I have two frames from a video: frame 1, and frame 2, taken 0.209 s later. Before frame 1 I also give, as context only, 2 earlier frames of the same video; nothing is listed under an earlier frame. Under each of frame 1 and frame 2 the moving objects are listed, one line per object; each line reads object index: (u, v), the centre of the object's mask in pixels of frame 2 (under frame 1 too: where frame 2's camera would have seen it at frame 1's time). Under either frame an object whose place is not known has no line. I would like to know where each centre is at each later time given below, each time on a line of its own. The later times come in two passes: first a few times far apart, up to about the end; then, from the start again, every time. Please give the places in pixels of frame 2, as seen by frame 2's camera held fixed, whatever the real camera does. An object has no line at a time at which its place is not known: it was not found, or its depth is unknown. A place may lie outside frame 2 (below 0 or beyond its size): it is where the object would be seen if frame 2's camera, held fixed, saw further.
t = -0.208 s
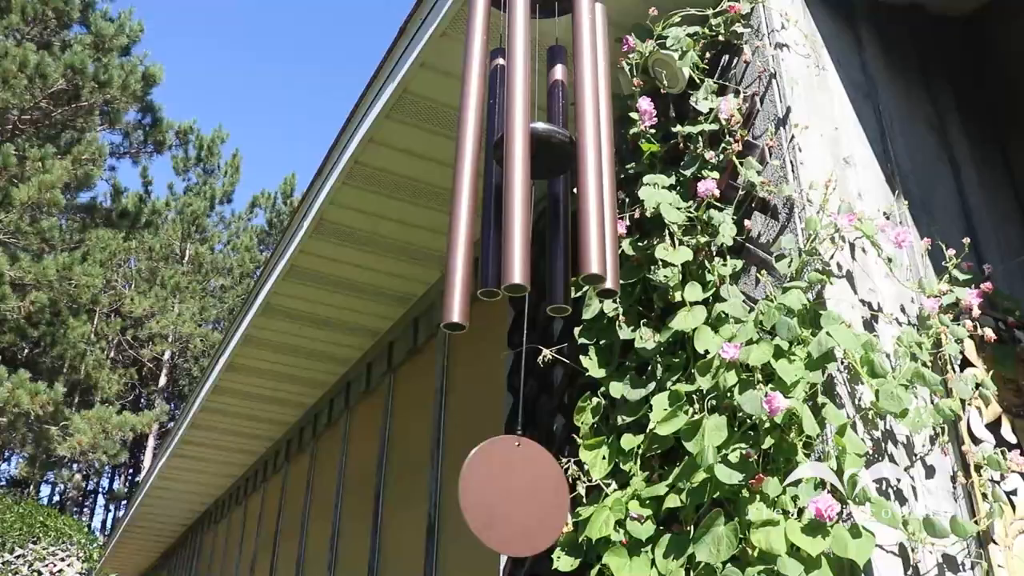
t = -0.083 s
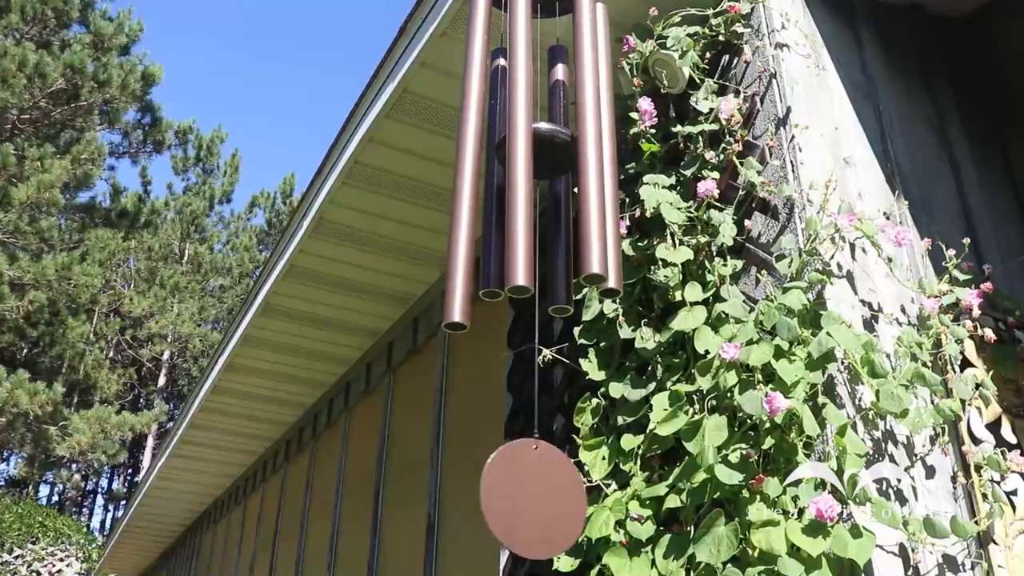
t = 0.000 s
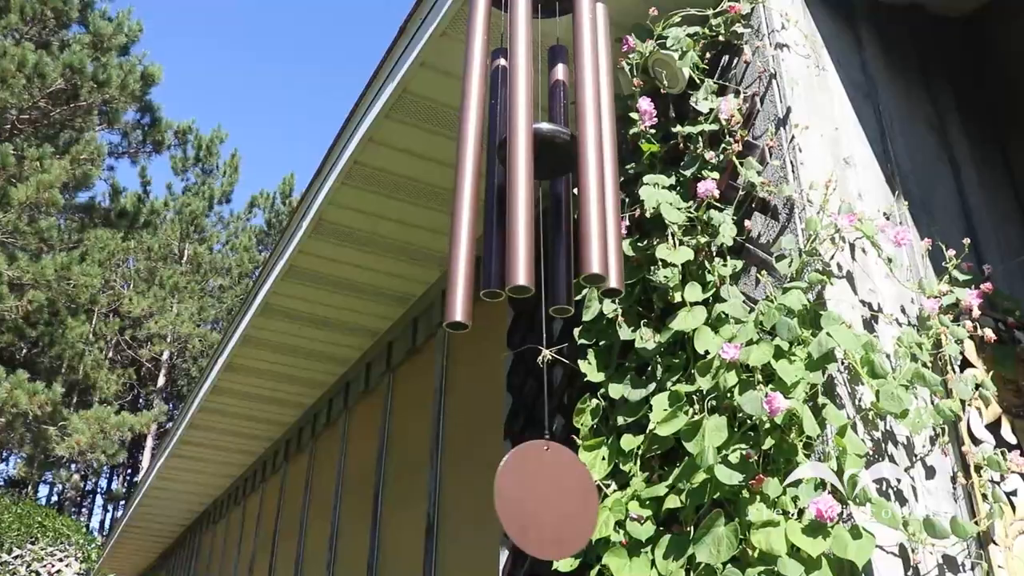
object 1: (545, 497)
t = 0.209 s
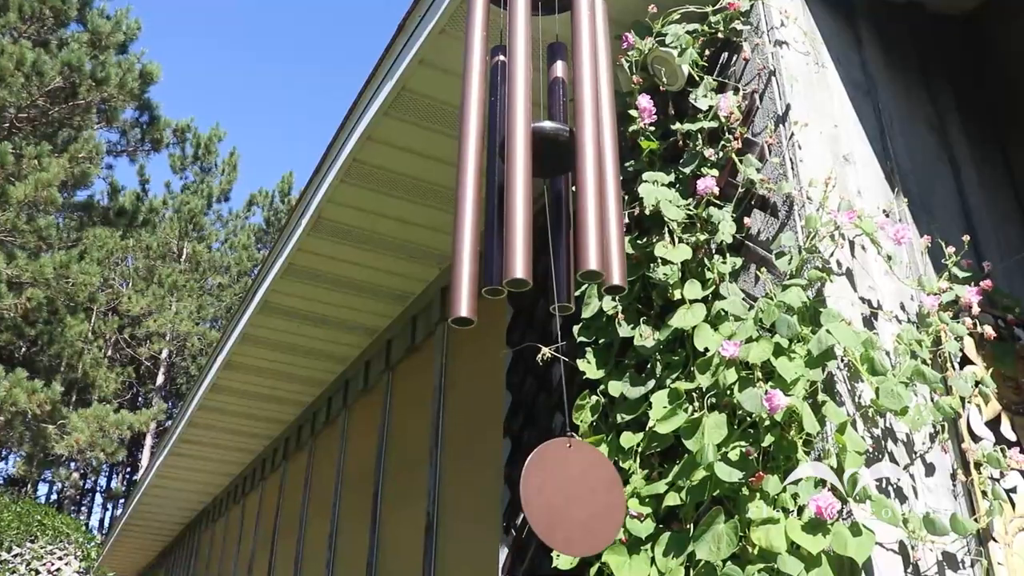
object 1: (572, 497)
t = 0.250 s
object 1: (575, 496)
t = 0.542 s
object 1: (571, 493)
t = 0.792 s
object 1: (540, 490)
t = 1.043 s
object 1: (509, 487)
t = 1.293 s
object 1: (499, 486)
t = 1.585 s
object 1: (520, 491)
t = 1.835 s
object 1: (552, 497)
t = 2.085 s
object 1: (575, 497)
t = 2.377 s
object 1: (581, 491)
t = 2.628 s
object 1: (560, 485)
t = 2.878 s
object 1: (529, 487)
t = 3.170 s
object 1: (513, 493)
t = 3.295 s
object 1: (516, 496)
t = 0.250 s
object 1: (575, 496)
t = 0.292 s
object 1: (578, 496)
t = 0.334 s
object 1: (579, 496)
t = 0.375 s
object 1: (579, 495)
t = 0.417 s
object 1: (579, 495)
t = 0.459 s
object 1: (577, 494)
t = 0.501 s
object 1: (575, 494)
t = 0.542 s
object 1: (571, 493)
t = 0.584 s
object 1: (567, 493)
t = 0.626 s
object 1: (562, 492)
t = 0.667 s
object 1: (557, 492)
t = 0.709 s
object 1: (551, 491)
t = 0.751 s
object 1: (546, 491)
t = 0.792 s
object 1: (540, 490)
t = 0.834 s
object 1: (533, 489)
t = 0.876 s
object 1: (528, 489)
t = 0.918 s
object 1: (522, 488)
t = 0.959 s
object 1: (517, 488)
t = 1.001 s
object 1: (513, 487)
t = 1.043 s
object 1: (509, 487)
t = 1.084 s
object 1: (505, 487)
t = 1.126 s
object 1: (502, 487)
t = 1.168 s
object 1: (500, 486)
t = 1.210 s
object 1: (499, 486)
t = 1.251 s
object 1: (499, 486)
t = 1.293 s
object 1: (499, 486)
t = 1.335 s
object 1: (500, 486)
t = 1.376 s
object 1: (501, 487)
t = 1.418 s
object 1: (504, 487)
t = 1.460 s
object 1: (507, 488)
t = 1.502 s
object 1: (511, 489)
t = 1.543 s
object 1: (515, 490)
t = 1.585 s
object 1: (520, 491)
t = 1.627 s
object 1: (525, 492)
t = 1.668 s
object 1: (531, 494)
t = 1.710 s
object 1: (536, 495)
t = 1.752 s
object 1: (541, 496)
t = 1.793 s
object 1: (546, 497)
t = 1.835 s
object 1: (552, 497)
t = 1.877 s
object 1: (556, 498)
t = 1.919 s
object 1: (561, 498)
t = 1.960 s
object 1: (565, 498)
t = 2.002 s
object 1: (569, 498)
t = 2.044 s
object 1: (572, 498)
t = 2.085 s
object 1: (575, 497)
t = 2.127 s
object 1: (578, 497)
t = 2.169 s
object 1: (580, 497)
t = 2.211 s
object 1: (582, 496)
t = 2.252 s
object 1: (583, 495)
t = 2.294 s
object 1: (583, 494)
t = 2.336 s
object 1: (582, 493)
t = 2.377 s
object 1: (581, 491)
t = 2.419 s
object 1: (579, 490)
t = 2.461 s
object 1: (577, 489)
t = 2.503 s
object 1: (573, 487)
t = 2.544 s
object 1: (569, 487)
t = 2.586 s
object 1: (565, 486)
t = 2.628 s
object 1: (560, 485)
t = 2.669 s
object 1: (555, 485)
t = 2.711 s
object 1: (549, 485)
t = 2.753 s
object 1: (544, 485)
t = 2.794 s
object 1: (539, 486)
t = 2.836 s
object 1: (534, 486)
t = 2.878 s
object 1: (529, 487)
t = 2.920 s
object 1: (525, 488)
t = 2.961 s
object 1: (521, 489)
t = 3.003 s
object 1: (518, 490)
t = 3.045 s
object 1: (516, 491)
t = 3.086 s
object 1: (514, 491)
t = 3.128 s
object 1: (513, 492)
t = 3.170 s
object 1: (513, 493)
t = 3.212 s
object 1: (513, 494)
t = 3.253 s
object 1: (514, 495)
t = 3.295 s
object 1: (516, 496)
